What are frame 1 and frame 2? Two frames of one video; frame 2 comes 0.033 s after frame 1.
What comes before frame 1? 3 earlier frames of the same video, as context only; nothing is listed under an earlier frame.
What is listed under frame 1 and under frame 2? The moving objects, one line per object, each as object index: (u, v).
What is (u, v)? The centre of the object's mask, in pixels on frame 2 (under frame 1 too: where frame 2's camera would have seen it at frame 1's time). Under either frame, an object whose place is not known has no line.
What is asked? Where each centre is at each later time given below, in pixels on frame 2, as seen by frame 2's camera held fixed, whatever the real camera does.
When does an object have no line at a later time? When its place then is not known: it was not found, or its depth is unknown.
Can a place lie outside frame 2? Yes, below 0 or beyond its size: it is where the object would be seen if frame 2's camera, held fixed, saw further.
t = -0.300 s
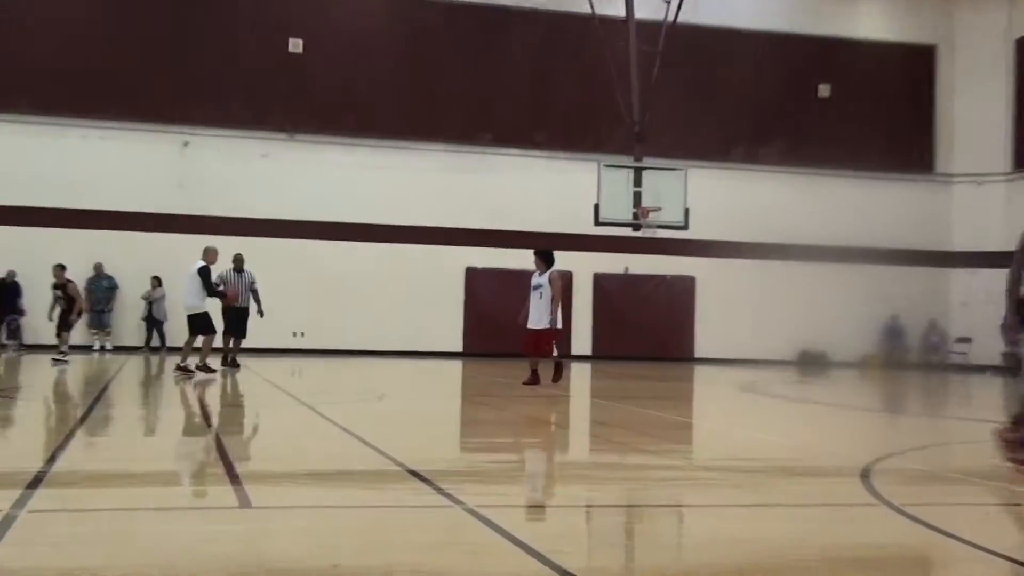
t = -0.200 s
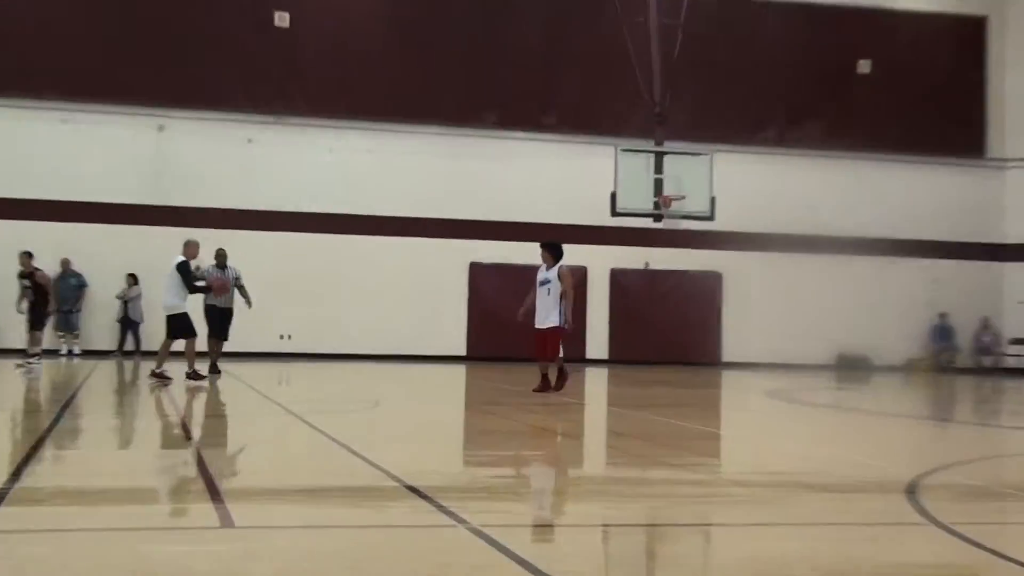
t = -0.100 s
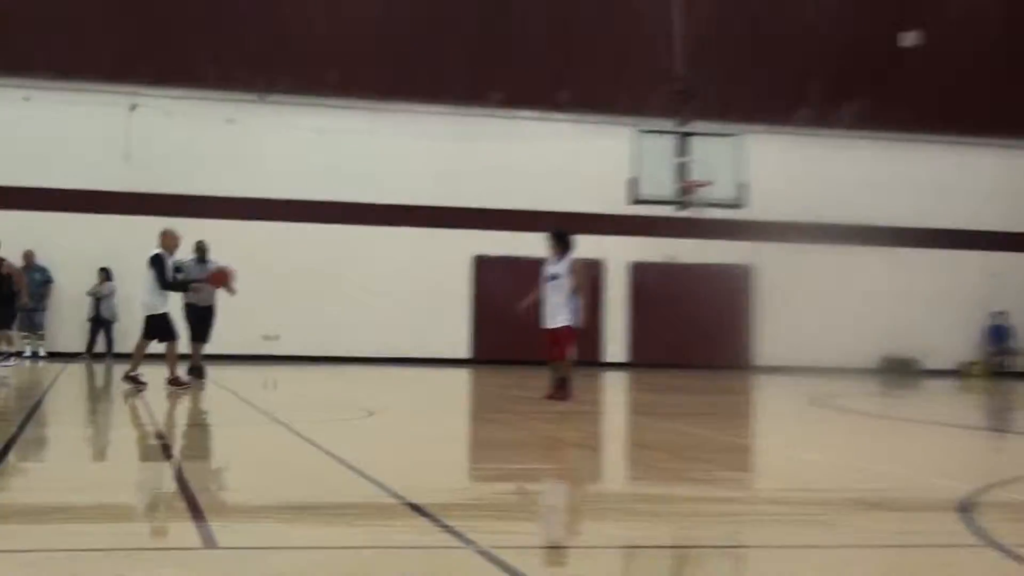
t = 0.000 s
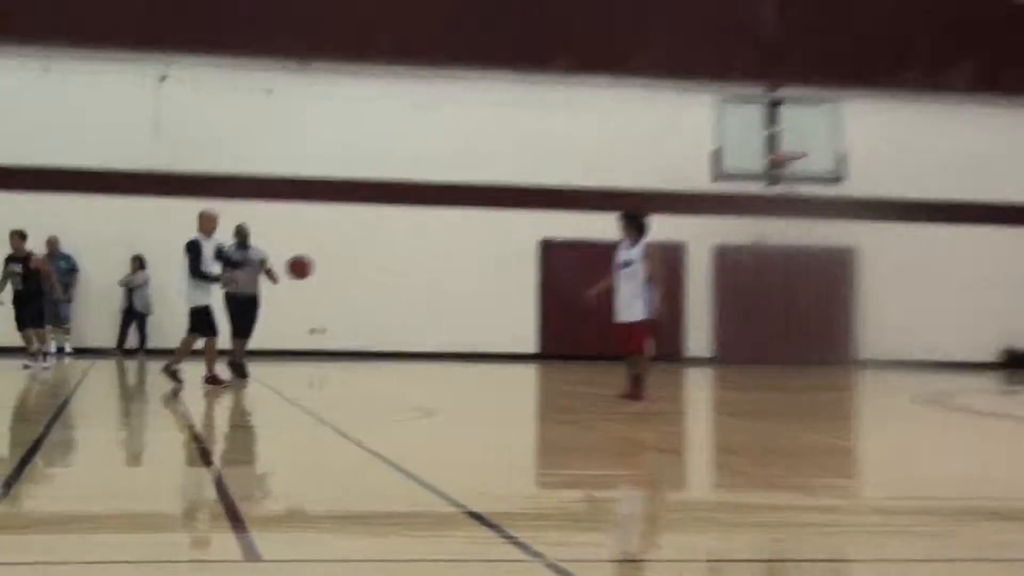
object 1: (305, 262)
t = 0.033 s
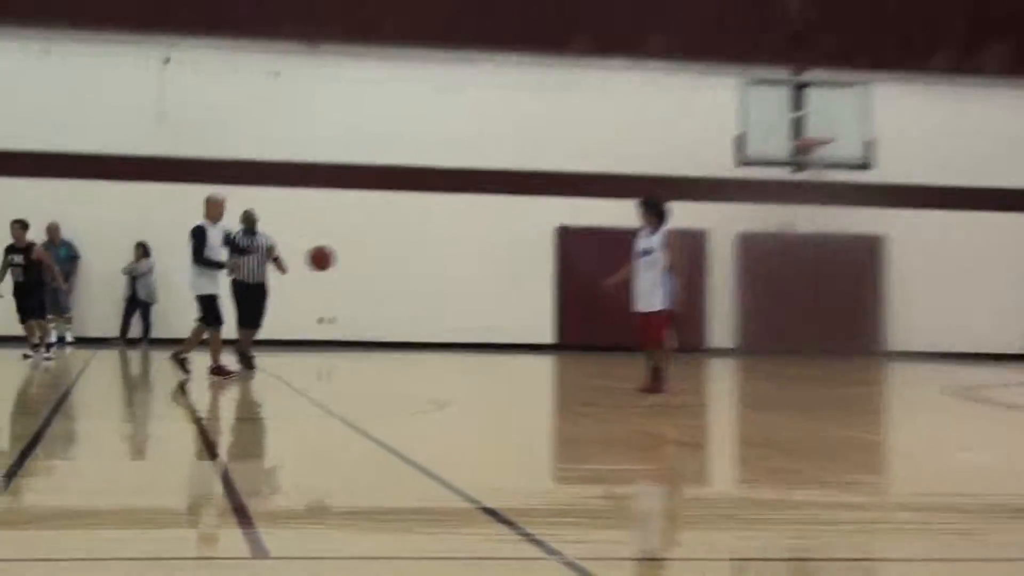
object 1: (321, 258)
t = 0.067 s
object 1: (338, 256)
